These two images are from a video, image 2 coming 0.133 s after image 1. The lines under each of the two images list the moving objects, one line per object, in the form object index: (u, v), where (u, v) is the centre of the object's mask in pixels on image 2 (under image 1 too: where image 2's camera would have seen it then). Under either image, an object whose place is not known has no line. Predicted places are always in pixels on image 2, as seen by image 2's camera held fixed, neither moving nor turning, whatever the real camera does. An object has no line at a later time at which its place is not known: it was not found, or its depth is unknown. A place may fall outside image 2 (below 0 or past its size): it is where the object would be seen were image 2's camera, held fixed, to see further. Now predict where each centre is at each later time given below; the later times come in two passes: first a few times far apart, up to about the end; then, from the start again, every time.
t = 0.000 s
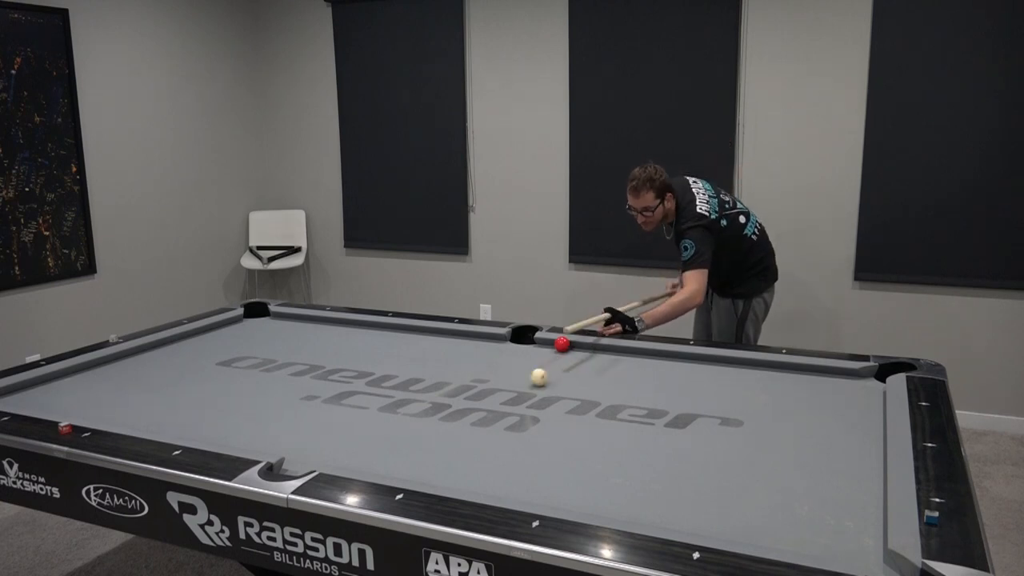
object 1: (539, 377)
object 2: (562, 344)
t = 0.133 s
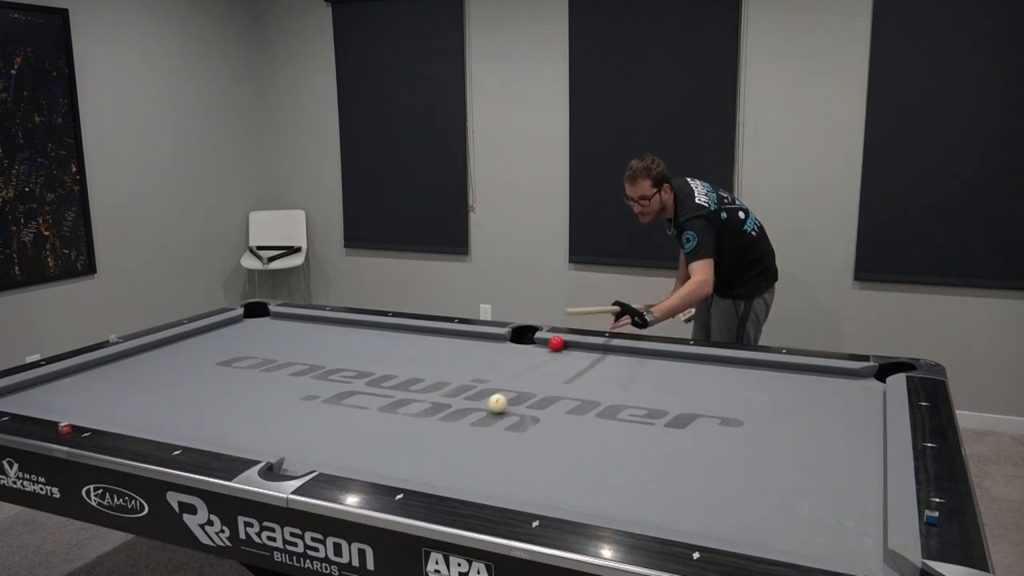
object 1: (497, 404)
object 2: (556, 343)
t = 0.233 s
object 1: (461, 428)
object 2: (552, 343)
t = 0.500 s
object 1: (415, 450)
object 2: (542, 342)
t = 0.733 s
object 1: (456, 413)
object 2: (535, 341)
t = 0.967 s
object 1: (485, 385)
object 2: (529, 341)
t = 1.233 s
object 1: (511, 360)
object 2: (524, 340)
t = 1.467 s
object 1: (533, 343)
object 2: (518, 339)
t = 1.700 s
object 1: (538, 348)
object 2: (518, 337)
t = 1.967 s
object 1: (539, 358)
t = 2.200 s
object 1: (539, 367)
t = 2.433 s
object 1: (539, 376)
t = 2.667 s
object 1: (540, 385)
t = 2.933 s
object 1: (541, 396)
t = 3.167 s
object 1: (541, 406)
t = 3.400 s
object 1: (542, 416)
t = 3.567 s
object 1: (542, 423)
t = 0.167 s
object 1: (486, 411)
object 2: (554, 343)
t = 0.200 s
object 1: (474, 419)
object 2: (553, 343)
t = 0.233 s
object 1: (461, 428)
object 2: (552, 343)
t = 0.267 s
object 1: (448, 436)
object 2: (550, 343)
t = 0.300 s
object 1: (433, 445)
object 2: (549, 343)
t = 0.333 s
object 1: (419, 455)
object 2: (548, 342)
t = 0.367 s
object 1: (402, 465)
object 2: (547, 342)
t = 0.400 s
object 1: (388, 469)
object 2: (546, 342)
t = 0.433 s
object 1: (398, 465)
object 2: (545, 342)
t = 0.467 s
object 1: (407, 458)
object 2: (543, 342)
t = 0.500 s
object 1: (415, 450)
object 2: (542, 342)
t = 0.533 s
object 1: (423, 443)
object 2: (541, 341)
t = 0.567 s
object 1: (430, 437)
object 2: (540, 342)
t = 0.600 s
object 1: (436, 432)
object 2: (539, 342)
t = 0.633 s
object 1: (441, 427)
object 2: (538, 341)
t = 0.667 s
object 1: (446, 422)
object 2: (537, 341)
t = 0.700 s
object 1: (451, 417)
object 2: (536, 341)
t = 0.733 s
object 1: (456, 413)
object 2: (535, 341)
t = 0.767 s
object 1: (461, 409)
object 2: (534, 341)
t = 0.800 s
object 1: (465, 404)
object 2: (533, 341)
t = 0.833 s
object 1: (470, 400)
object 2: (533, 341)
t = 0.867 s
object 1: (474, 396)
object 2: (532, 341)
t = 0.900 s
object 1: (477, 393)
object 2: (531, 341)
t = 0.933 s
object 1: (481, 389)
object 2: (530, 341)
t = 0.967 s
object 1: (485, 385)
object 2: (529, 341)
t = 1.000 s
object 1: (489, 382)
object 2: (528, 340)
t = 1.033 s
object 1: (492, 378)
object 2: (528, 340)
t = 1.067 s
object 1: (495, 375)
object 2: (527, 340)
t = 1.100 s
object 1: (499, 372)
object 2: (526, 340)
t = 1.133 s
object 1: (502, 369)
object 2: (525, 340)
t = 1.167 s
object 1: (506, 366)
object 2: (525, 340)
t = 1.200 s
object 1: (508, 363)
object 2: (524, 340)
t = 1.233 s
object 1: (511, 360)
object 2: (524, 340)
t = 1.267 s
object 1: (514, 357)
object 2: (523, 340)
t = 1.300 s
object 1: (517, 354)
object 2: (523, 340)
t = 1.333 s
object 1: (520, 352)
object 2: (522, 338)
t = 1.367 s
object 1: (523, 349)
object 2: (521, 337)
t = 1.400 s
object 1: (526, 347)
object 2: (519, 337)
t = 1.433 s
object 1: (529, 344)
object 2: (518, 339)
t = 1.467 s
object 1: (533, 343)
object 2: (518, 339)
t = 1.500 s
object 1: (538, 341)
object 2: (516, 338)
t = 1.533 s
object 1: (538, 343)
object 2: (513, 337)
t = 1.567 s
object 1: (538, 344)
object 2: (511, 337)
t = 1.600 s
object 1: (538, 345)
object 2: (511, 337)
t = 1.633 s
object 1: (538, 346)
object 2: (513, 336)
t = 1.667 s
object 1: (538, 347)
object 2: (515, 336)
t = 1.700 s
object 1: (538, 348)
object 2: (518, 337)
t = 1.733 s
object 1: (538, 350)
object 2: (520, 337)
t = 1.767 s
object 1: (538, 351)
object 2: (523, 337)
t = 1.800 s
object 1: (538, 352)
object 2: (525, 337)
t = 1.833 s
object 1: (539, 353)
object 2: (527, 338)
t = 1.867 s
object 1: (538, 354)
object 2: (529, 339)
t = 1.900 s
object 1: (538, 355)
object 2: (530, 341)
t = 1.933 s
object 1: (538, 357)
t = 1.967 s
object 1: (539, 358)
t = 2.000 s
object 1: (539, 359)
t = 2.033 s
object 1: (538, 361)
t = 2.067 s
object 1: (539, 362)
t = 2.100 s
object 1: (539, 363)
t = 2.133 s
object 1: (539, 364)
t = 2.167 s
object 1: (539, 366)
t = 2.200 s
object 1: (539, 367)
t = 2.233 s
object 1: (539, 368)
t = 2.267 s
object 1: (539, 369)
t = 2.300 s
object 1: (539, 371)
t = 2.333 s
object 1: (539, 372)
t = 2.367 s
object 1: (539, 373)
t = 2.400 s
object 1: (539, 375)
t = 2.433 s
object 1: (539, 376)
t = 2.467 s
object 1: (539, 377)
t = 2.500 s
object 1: (539, 379)
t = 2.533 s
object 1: (540, 380)
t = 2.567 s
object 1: (540, 381)
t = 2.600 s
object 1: (539, 383)
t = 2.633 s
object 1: (540, 384)
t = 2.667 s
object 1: (540, 385)
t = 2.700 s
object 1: (540, 386)
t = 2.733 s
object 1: (540, 388)
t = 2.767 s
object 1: (540, 390)
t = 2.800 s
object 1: (540, 391)
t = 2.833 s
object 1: (540, 392)
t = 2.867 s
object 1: (540, 393)
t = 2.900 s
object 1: (541, 395)
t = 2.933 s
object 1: (541, 396)
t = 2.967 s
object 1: (541, 398)
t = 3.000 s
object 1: (540, 399)
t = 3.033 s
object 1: (541, 401)
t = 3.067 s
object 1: (541, 402)
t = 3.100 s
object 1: (541, 403)
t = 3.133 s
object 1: (541, 404)
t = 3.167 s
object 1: (541, 406)
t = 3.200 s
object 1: (541, 407)
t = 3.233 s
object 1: (541, 409)
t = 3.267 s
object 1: (541, 410)
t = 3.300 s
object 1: (541, 412)
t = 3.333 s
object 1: (541, 413)
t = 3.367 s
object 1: (542, 415)
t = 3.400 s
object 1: (542, 416)
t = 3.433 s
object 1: (542, 417)
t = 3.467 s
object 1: (542, 419)
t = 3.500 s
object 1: (542, 420)
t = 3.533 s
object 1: (542, 422)
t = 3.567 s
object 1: (542, 423)
